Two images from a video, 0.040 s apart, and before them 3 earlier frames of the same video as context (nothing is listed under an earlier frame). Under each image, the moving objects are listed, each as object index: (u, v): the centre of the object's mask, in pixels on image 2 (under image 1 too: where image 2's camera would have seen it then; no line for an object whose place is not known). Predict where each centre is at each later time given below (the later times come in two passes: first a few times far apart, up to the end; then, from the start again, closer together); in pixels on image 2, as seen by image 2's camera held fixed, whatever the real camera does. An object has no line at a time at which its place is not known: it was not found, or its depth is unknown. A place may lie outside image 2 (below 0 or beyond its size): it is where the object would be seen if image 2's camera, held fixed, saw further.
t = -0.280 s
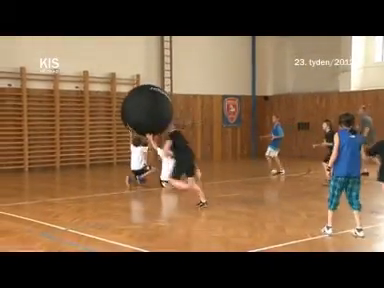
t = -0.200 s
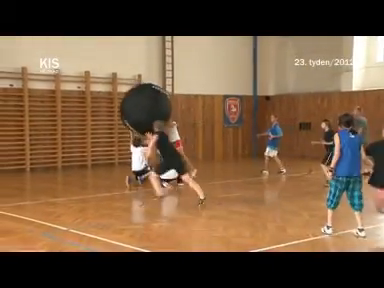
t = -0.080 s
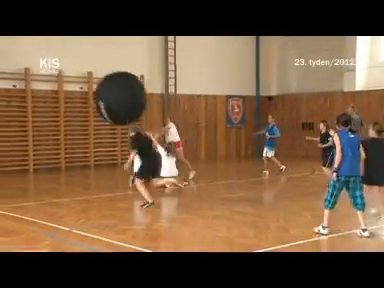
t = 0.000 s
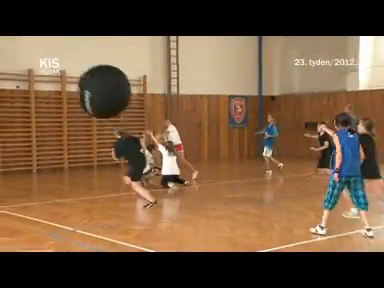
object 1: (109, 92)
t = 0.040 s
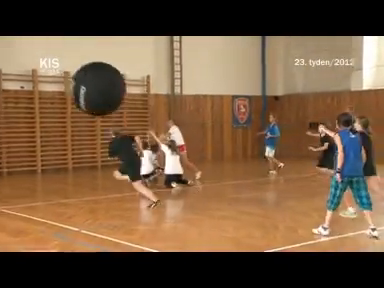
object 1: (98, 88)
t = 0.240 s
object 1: (43, 75)
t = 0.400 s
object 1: (6, 68)
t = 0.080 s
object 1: (86, 85)
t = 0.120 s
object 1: (76, 82)
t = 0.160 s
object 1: (65, 80)
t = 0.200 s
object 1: (53, 78)
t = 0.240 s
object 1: (43, 75)
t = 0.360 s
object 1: (14, 70)
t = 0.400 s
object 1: (6, 68)
